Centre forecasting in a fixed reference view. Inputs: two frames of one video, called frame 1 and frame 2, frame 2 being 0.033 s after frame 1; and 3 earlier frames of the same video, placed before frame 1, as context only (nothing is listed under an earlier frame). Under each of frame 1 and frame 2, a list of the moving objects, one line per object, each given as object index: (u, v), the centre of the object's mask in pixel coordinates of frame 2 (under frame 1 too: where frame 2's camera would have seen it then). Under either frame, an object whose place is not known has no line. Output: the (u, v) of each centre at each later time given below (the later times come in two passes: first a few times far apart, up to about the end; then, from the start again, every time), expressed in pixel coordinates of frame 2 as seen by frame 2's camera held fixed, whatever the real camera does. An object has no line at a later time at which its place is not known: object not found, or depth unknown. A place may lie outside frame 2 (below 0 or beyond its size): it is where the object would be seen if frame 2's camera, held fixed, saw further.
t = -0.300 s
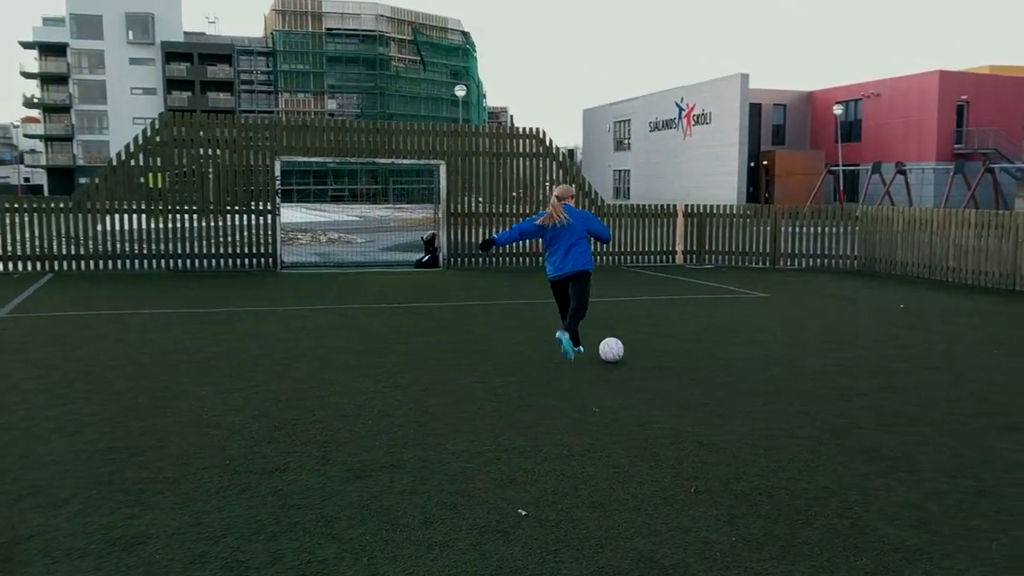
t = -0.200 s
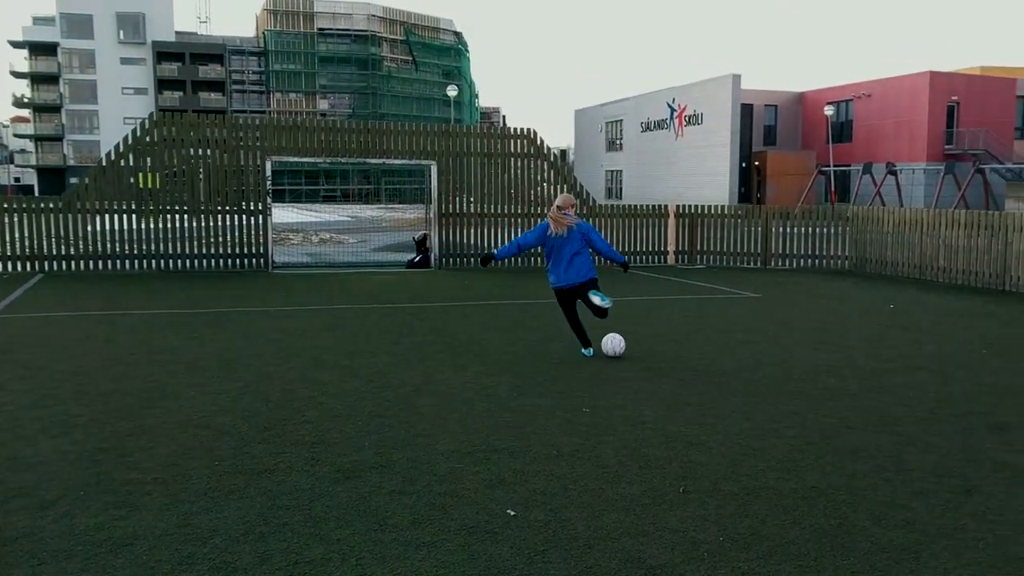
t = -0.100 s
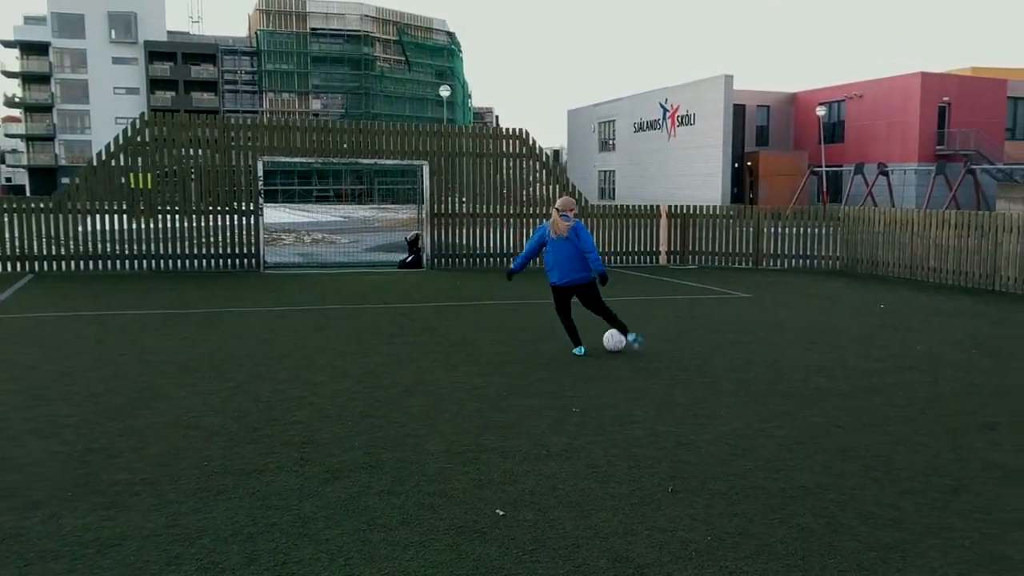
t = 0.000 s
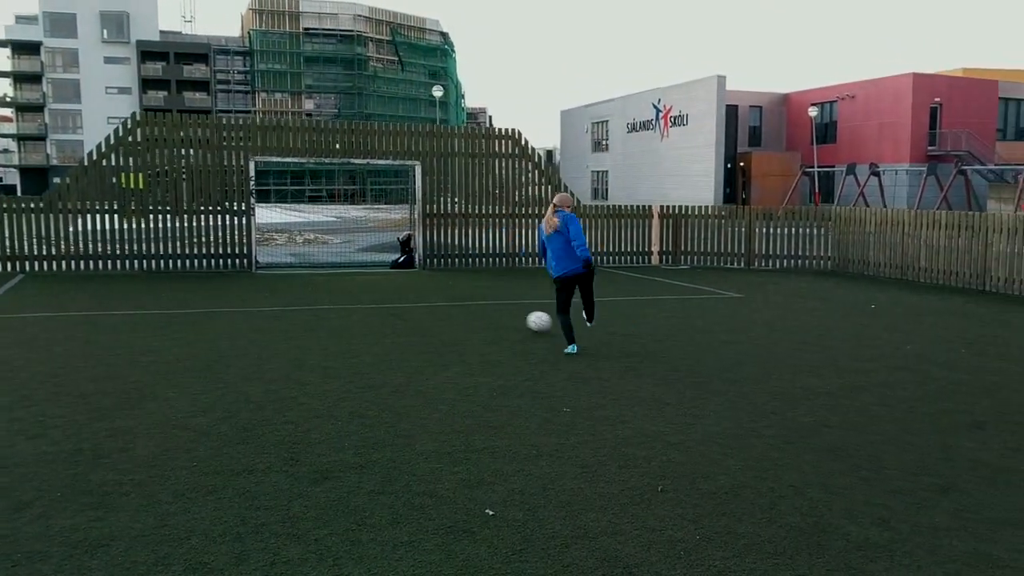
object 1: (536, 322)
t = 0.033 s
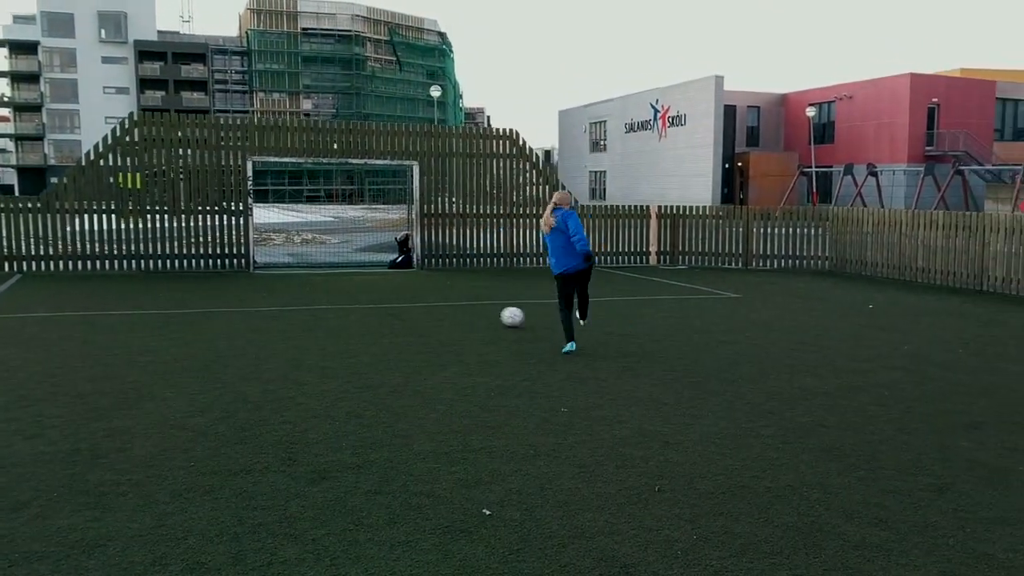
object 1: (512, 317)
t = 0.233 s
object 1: (397, 293)
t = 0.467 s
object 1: (312, 273)
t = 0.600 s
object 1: (276, 265)
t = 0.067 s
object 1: (489, 313)
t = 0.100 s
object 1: (467, 308)
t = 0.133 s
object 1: (448, 304)
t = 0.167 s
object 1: (430, 299)
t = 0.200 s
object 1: (413, 296)
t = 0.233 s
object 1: (397, 293)
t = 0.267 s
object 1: (382, 290)
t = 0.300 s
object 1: (369, 287)
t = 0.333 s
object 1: (356, 284)
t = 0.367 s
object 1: (344, 282)
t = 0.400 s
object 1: (333, 279)
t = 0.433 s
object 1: (322, 275)
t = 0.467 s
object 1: (312, 273)
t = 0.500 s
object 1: (302, 271)
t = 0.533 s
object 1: (293, 271)
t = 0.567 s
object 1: (284, 268)
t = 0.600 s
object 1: (276, 265)
